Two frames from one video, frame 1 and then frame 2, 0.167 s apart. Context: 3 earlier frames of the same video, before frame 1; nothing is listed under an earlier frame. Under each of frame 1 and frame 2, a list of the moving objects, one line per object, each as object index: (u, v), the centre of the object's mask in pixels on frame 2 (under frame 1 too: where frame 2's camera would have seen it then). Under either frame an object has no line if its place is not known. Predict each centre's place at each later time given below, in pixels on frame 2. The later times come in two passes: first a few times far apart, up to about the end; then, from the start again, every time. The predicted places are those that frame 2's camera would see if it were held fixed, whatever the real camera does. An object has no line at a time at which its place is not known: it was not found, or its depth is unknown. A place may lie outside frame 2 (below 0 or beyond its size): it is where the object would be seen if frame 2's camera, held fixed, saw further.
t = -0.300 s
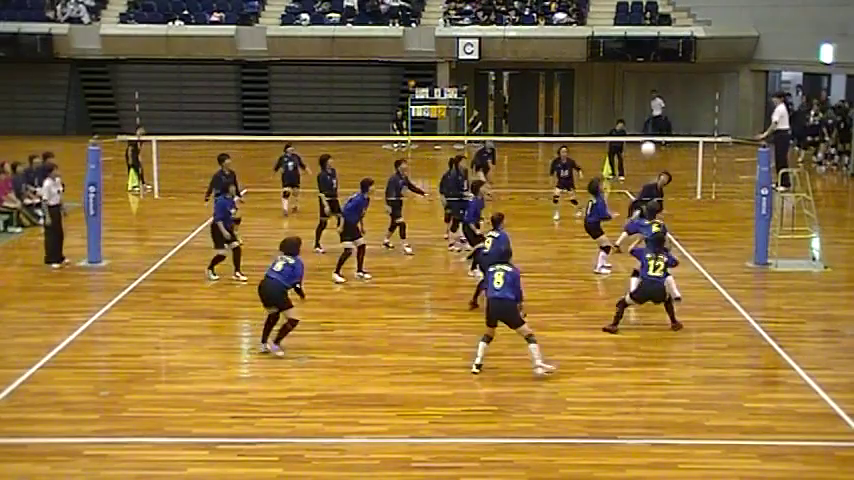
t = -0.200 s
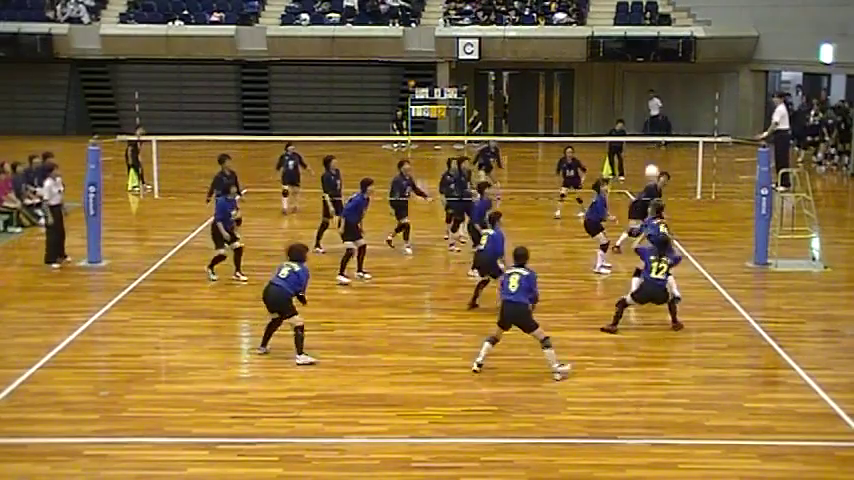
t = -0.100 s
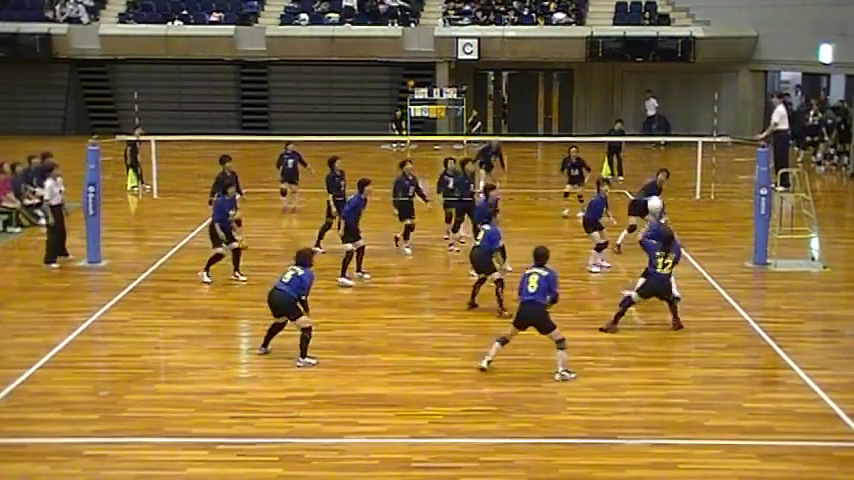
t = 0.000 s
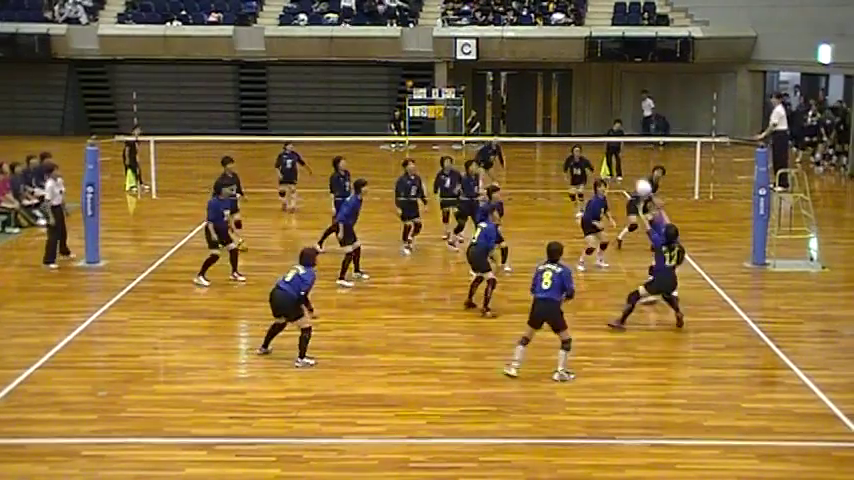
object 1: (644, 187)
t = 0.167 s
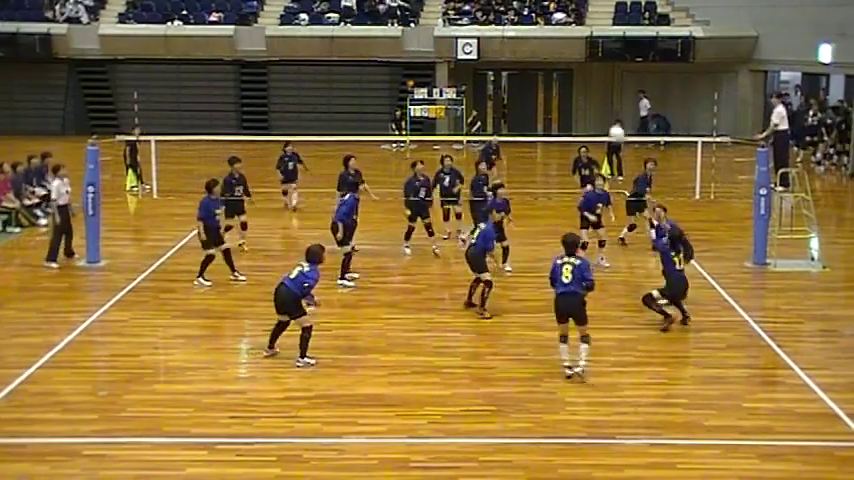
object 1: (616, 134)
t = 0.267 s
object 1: (601, 113)
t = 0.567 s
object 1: (557, 95)
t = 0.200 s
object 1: (611, 125)
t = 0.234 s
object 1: (605, 119)
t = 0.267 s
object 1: (601, 113)
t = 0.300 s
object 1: (596, 107)
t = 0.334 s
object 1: (590, 103)
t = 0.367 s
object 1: (585, 100)
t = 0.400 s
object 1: (580, 97)
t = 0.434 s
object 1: (576, 95)
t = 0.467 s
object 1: (571, 94)
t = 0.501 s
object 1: (566, 94)
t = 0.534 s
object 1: (562, 94)
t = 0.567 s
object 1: (557, 95)
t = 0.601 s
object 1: (552, 97)
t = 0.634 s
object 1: (548, 100)
